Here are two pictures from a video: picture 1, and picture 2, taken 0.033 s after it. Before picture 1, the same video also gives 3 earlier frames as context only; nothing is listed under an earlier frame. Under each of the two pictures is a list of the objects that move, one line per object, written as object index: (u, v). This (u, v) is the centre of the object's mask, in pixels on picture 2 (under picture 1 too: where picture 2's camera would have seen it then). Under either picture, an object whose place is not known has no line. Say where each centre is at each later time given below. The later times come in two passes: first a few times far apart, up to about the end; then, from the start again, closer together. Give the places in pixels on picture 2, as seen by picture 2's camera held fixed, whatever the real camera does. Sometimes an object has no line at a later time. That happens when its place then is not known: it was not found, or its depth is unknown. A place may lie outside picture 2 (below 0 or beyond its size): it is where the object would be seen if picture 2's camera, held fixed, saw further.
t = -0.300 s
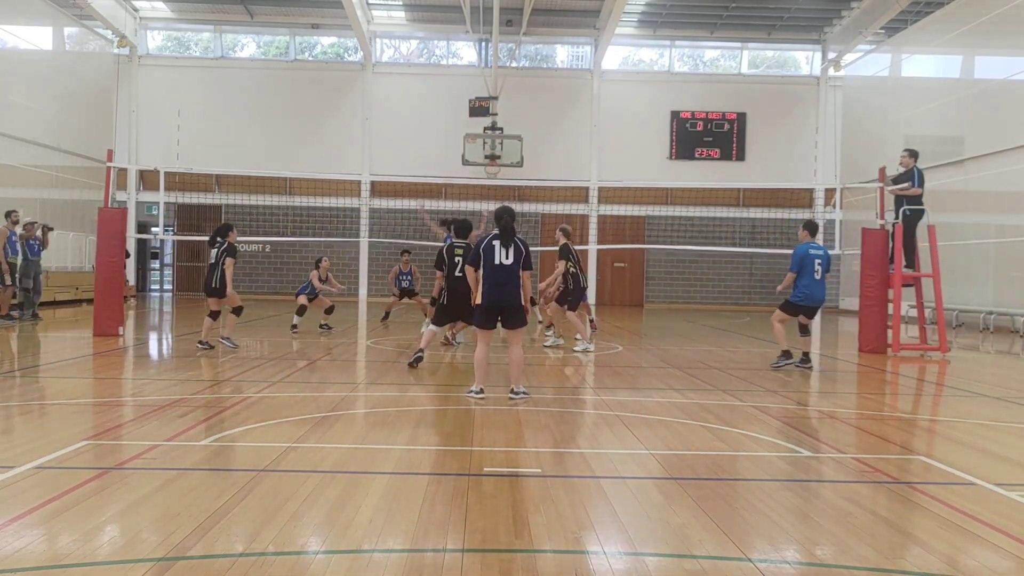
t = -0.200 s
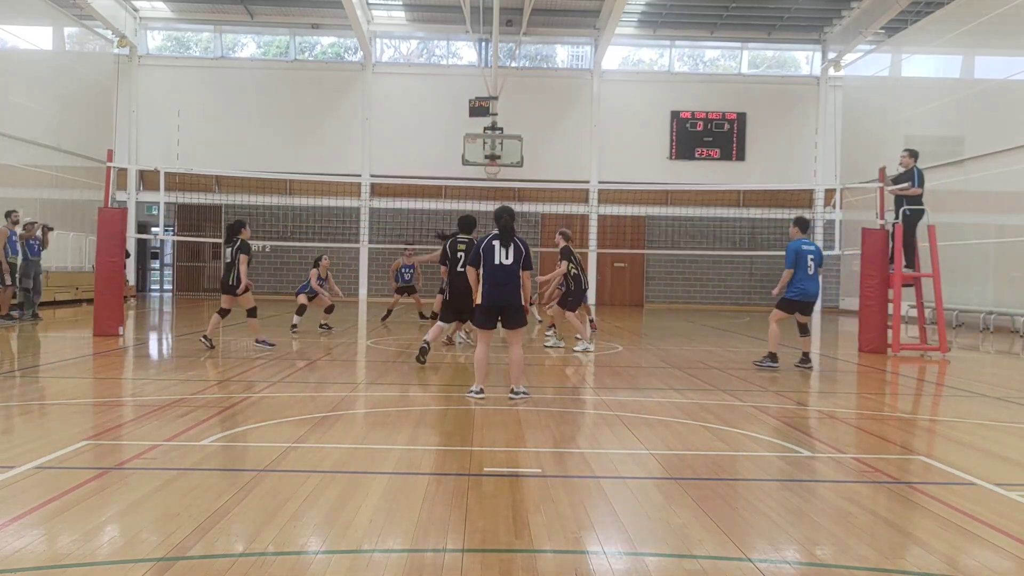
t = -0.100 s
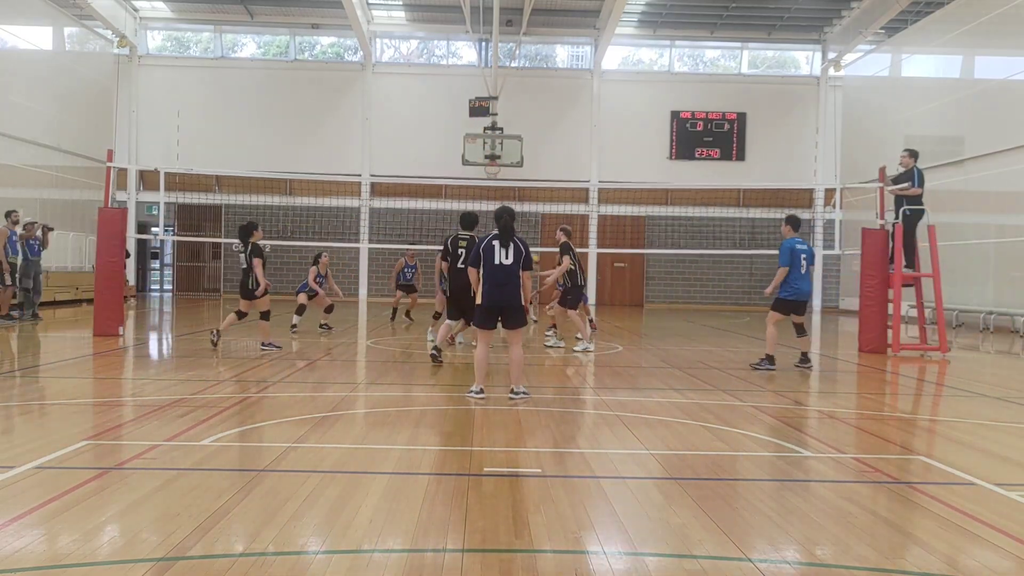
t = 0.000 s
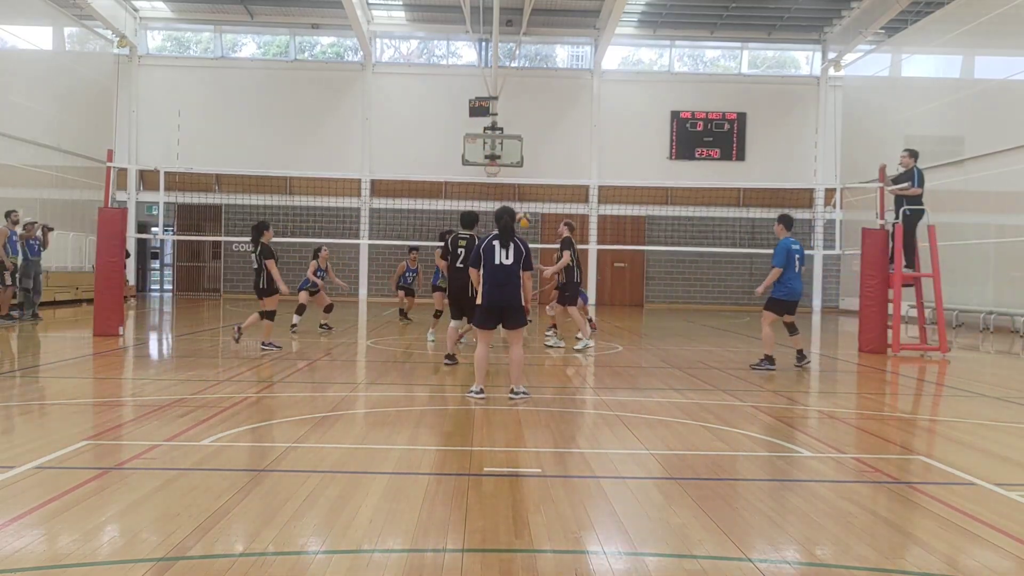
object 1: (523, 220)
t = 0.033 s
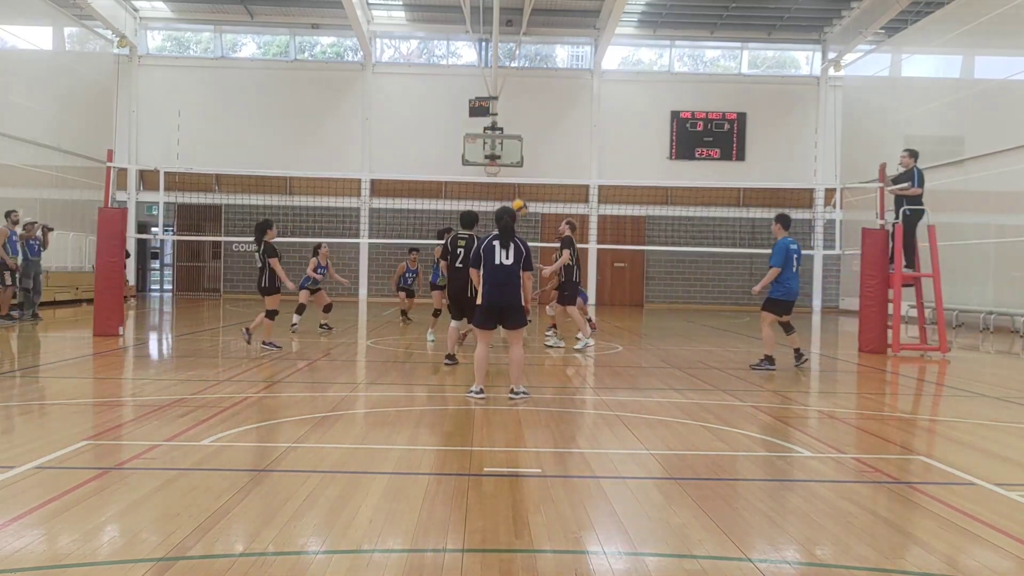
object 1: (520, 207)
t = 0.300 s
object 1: (491, 126)
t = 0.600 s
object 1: (454, 94)
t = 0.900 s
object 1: (408, 141)
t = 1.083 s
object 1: (378, 216)
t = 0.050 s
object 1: (518, 200)
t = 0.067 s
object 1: (516, 194)
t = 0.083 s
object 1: (515, 188)
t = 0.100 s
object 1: (514, 182)
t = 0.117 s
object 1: (512, 178)
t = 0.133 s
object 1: (510, 171)
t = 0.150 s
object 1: (508, 167)
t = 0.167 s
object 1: (506, 161)
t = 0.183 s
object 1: (505, 156)
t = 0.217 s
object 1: (502, 147)
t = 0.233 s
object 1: (500, 142)
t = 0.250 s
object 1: (497, 137)
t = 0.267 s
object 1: (495, 132)
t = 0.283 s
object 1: (493, 129)
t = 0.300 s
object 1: (491, 126)
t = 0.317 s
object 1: (490, 123)
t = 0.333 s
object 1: (488, 120)
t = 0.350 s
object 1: (486, 117)
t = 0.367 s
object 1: (483, 113)
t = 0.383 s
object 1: (481, 110)
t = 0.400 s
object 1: (480, 108)
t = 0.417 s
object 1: (477, 104)
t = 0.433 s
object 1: (476, 103)
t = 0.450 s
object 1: (474, 101)
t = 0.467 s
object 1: (472, 100)
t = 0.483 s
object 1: (470, 99)
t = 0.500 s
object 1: (468, 97)
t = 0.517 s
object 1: (465, 96)
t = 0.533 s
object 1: (462, 95)
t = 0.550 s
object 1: (460, 95)
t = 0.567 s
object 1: (458, 94)
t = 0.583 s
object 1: (457, 94)
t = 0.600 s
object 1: (454, 94)
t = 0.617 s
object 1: (451, 95)
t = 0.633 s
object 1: (449, 95)
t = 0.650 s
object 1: (447, 96)
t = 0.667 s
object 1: (444, 97)
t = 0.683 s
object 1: (441, 98)
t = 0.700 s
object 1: (439, 100)
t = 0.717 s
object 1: (437, 102)
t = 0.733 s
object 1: (435, 104)
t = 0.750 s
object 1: (432, 106)
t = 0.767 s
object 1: (429, 109)
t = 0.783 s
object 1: (427, 111)
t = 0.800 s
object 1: (425, 115)
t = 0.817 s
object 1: (422, 119)
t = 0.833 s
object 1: (419, 123)
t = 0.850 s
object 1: (416, 127)
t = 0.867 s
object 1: (413, 131)
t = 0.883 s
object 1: (411, 136)
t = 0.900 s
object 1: (408, 141)
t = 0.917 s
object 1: (406, 146)
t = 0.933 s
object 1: (403, 151)
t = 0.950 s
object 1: (400, 157)
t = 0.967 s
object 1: (398, 163)
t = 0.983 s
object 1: (395, 170)
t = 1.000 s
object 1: (391, 176)
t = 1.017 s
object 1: (389, 184)
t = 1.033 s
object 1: (386, 191)
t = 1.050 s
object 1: (384, 199)
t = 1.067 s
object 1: (381, 207)
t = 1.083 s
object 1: (378, 216)
